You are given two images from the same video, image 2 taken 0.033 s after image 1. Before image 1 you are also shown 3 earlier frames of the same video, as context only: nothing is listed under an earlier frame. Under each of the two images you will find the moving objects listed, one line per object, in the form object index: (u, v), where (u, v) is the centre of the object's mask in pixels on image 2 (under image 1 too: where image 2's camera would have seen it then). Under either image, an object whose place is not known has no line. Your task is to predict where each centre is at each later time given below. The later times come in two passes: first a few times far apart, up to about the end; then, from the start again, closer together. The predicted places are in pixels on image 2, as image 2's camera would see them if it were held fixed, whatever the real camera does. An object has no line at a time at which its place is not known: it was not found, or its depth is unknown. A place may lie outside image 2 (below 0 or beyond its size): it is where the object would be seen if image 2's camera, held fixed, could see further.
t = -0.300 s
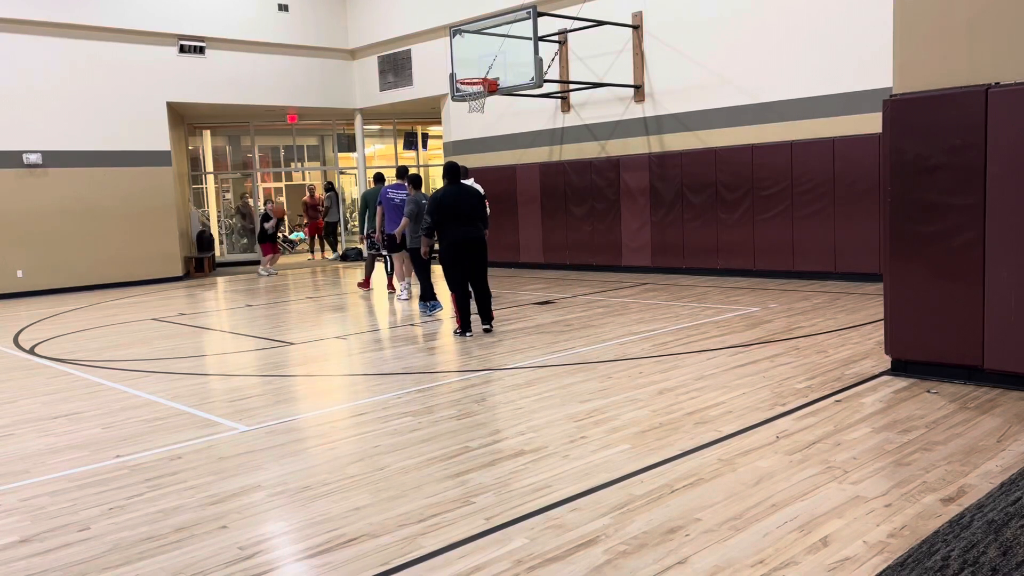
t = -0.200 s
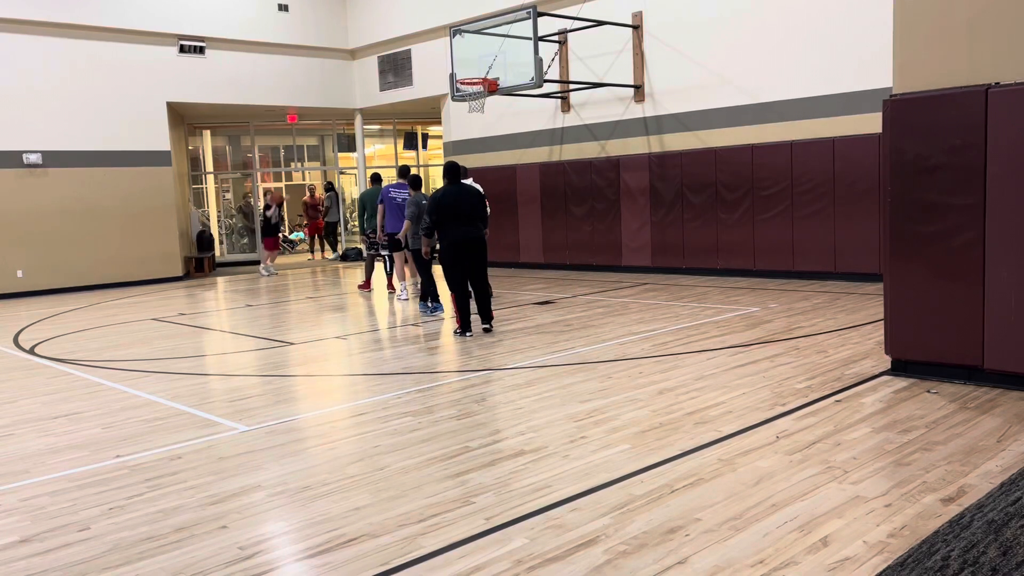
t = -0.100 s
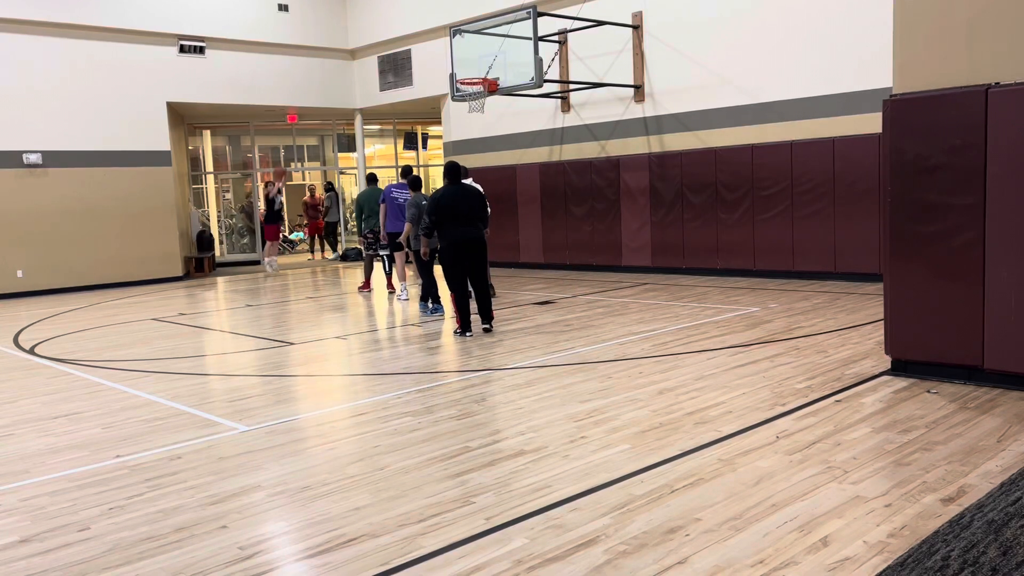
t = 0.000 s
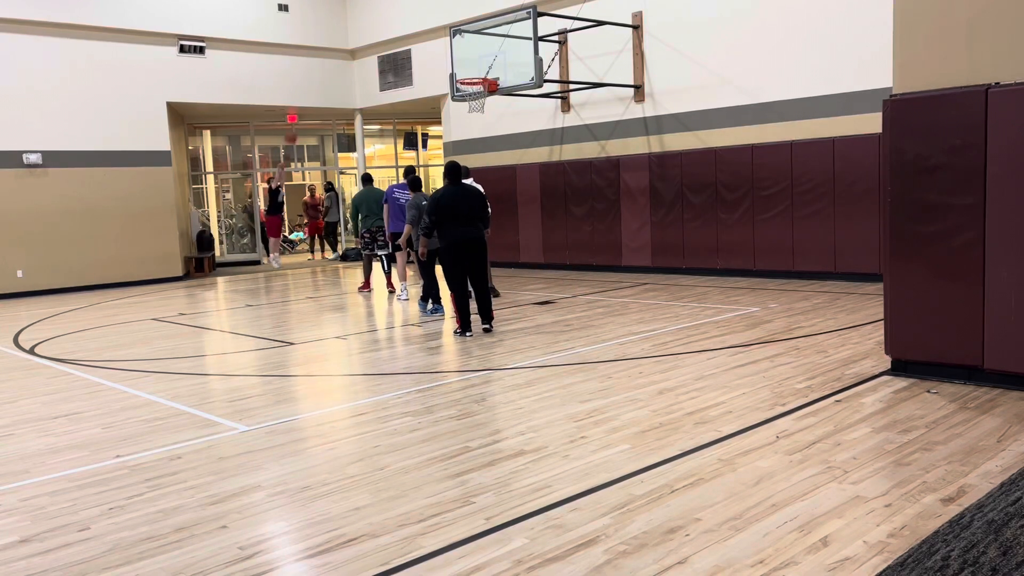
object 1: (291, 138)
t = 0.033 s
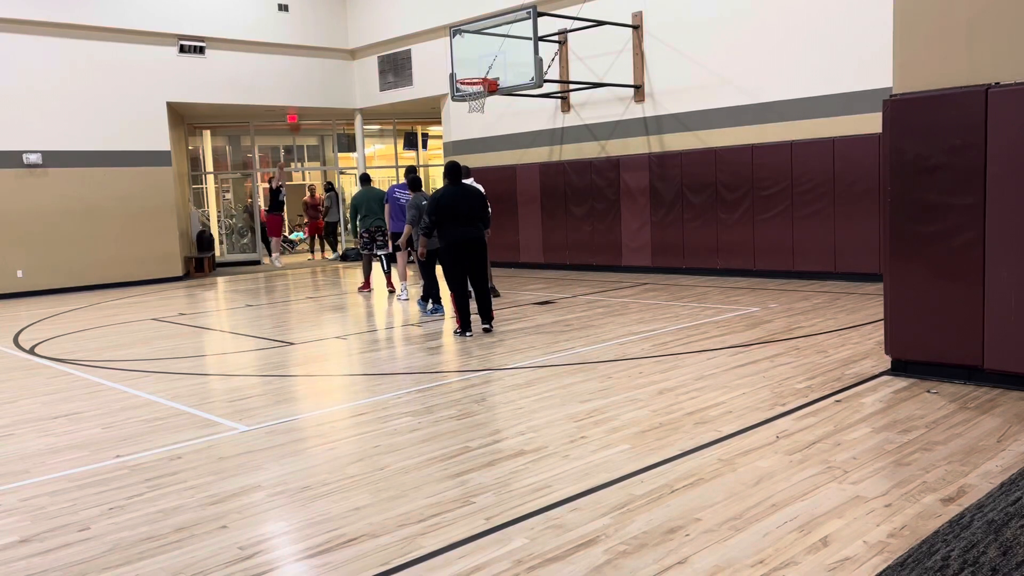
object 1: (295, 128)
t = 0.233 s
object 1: (319, 70)
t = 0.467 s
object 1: (352, 29)
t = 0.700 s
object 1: (392, 17)
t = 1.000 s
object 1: (452, 56)
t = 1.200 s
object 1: (487, 106)
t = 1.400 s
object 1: (507, 155)
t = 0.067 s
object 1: (298, 116)
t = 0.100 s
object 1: (302, 106)
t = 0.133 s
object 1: (306, 96)
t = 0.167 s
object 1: (310, 87)
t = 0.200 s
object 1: (314, 78)
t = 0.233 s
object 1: (319, 70)
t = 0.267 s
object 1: (323, 63)
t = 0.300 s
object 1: (328, 56)
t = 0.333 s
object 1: (333, 49)
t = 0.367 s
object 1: (337, 43)
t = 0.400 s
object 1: (342, 38)
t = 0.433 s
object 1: (347, 33)
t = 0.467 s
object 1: (352, 29)
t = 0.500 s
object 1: (358, 25)
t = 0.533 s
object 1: (363, 22)
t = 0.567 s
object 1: (369, 20)
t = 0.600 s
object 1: (374, 18)
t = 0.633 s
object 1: (380, 17)
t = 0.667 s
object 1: (386, 17)
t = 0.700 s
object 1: (392, 17)
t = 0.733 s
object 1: (398, 18)
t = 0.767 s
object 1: (404, 20)
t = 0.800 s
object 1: (411, 23)
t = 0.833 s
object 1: (417, 26)
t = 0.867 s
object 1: (424, 30)
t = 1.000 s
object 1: (452, 56)
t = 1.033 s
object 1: (459, 64)
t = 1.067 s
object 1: (466, 72)
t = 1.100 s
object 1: (473, 83)
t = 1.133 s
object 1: (479, 90)
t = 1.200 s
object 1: (487, 106)
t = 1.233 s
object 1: (490, 112)
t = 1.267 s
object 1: (493, 119)
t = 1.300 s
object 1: (496, 127)
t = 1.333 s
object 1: (500, 136)
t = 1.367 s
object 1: (504, 146)
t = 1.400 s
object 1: (507, 155)
